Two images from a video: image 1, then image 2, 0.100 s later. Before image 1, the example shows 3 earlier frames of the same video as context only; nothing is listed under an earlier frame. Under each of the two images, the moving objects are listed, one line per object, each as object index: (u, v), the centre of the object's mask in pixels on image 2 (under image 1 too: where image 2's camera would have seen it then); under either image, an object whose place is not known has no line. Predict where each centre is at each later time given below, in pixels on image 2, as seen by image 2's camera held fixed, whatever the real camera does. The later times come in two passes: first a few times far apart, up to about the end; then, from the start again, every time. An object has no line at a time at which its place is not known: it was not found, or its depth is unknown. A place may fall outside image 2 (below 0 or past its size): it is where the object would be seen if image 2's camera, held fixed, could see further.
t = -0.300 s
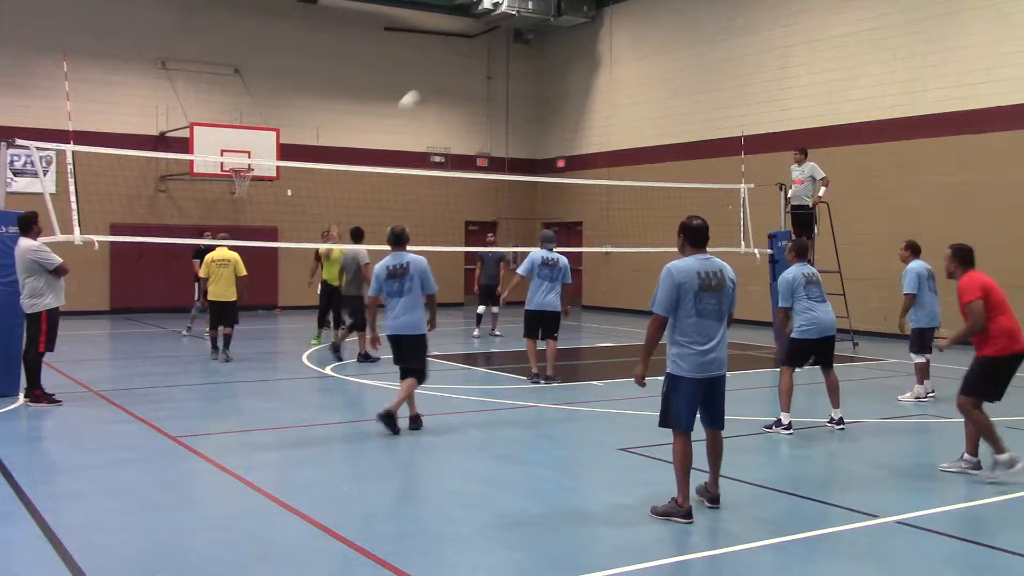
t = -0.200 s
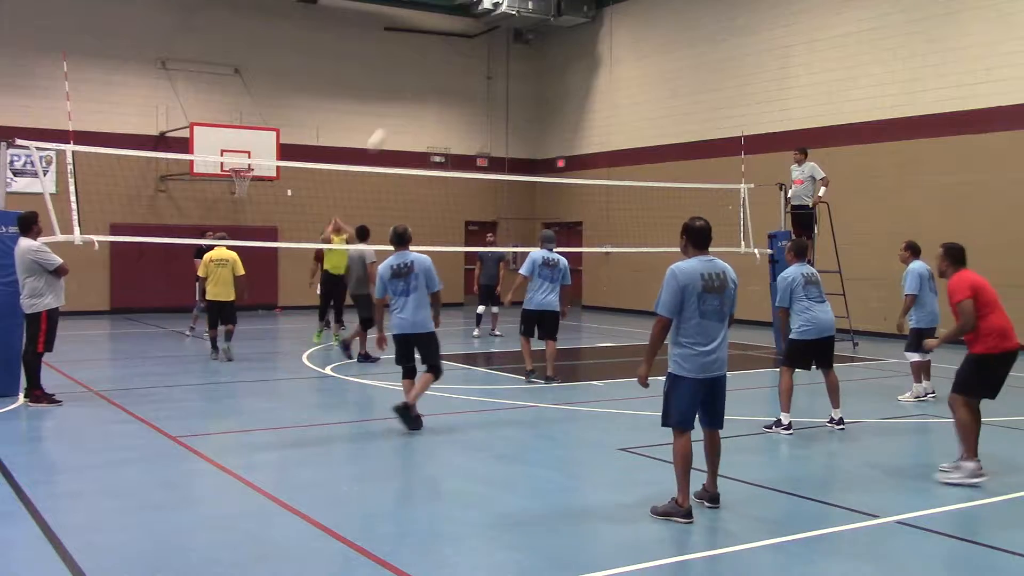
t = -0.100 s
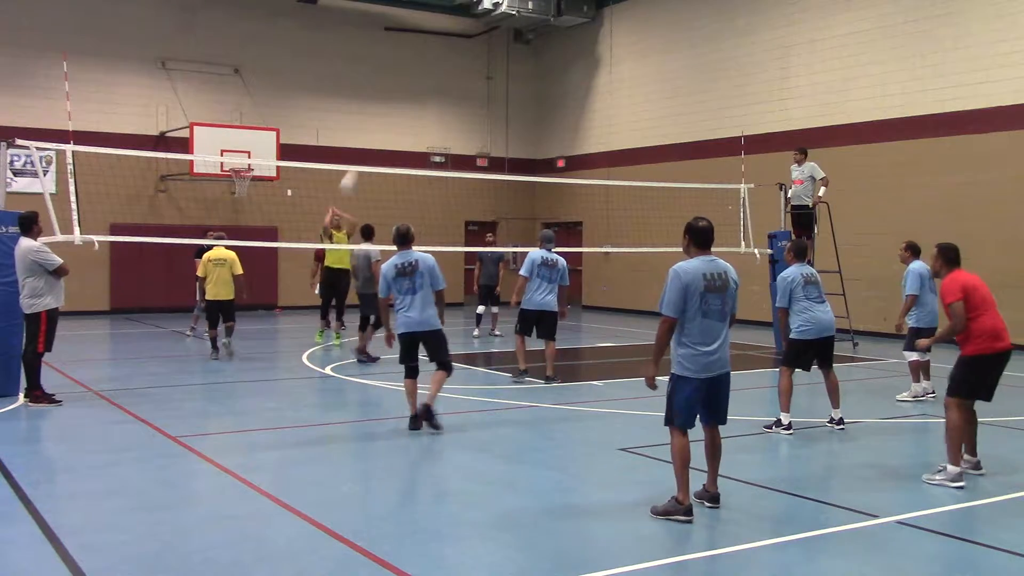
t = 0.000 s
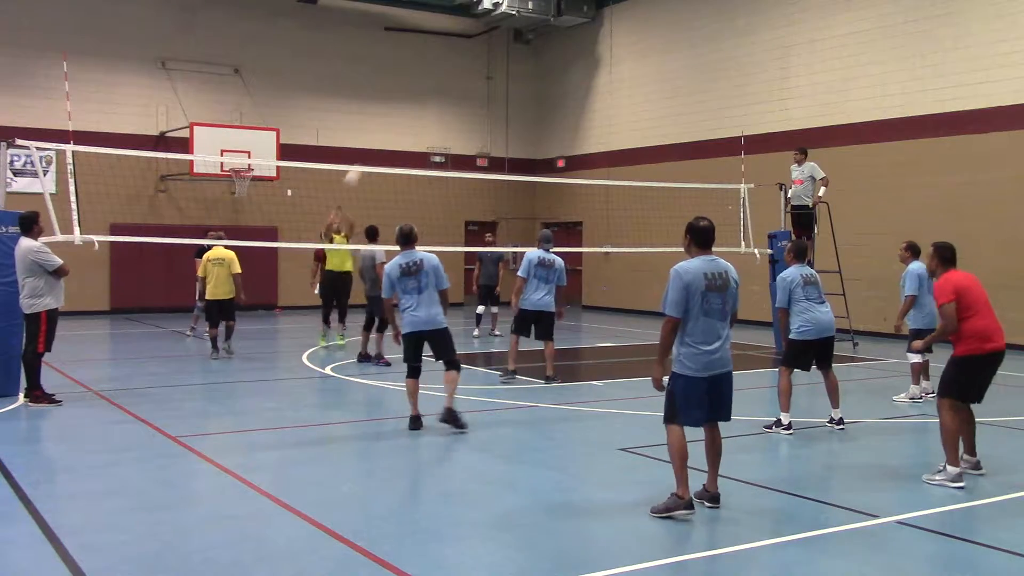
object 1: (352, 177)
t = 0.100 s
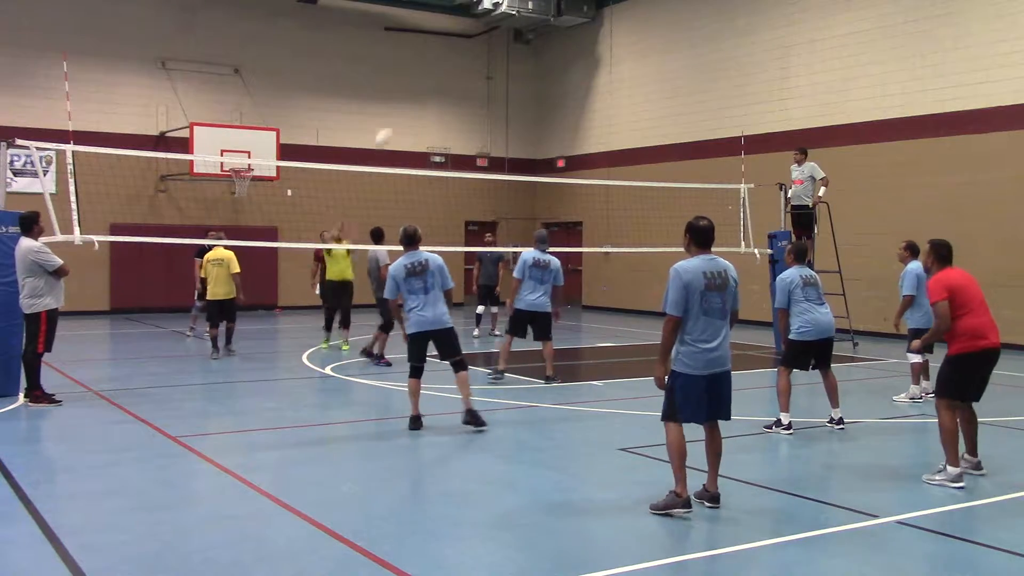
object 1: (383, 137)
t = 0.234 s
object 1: (424, 95)
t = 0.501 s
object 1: (512, 42)
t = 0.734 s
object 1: (597, 33)
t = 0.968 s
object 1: (691, 68)
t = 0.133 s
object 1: (393, 125)
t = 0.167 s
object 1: (404, 113)
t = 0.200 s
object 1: (413, 104)
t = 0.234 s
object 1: (424, 95)
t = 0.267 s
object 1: (434, 86)
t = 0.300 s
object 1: (445, 78)
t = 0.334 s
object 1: (456, 71)
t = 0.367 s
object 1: (467, 63)
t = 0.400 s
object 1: (478, 58)
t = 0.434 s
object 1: (489, 52)
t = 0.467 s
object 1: (501, 46)
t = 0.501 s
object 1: (512, 42)
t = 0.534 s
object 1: (524, 38)
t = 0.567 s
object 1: (536, 35)
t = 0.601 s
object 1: (548, 33)
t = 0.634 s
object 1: (560, 32)
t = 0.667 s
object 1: (573, 32)
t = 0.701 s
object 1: (585, 32)
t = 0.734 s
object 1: (597, 33)
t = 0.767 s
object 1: (610, 34)
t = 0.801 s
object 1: (624, 39)
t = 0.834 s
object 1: (636, 42)
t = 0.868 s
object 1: (650, 47)
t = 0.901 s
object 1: (664, 54)
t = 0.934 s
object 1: (677, 61)
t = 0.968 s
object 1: (691, 68)
